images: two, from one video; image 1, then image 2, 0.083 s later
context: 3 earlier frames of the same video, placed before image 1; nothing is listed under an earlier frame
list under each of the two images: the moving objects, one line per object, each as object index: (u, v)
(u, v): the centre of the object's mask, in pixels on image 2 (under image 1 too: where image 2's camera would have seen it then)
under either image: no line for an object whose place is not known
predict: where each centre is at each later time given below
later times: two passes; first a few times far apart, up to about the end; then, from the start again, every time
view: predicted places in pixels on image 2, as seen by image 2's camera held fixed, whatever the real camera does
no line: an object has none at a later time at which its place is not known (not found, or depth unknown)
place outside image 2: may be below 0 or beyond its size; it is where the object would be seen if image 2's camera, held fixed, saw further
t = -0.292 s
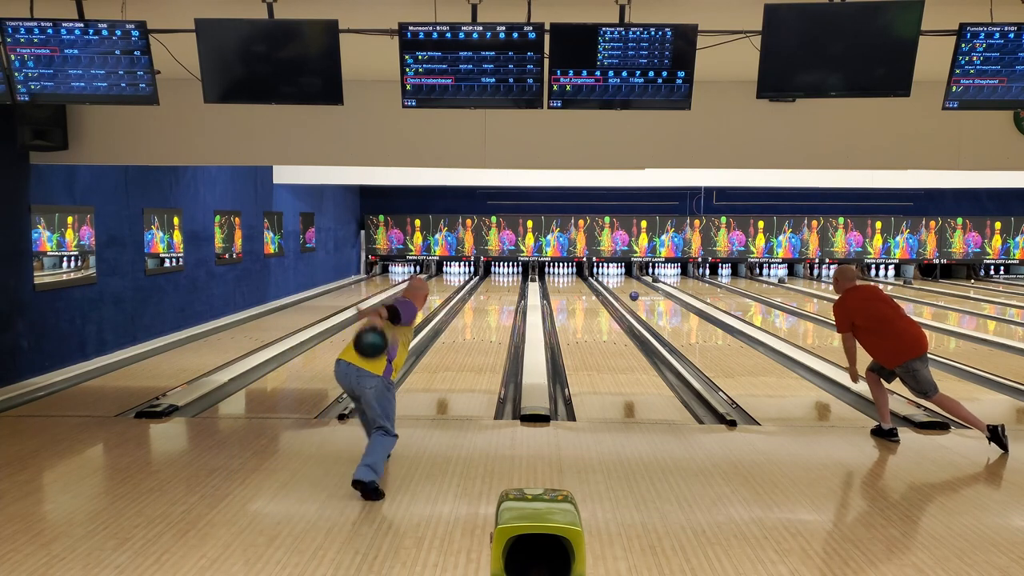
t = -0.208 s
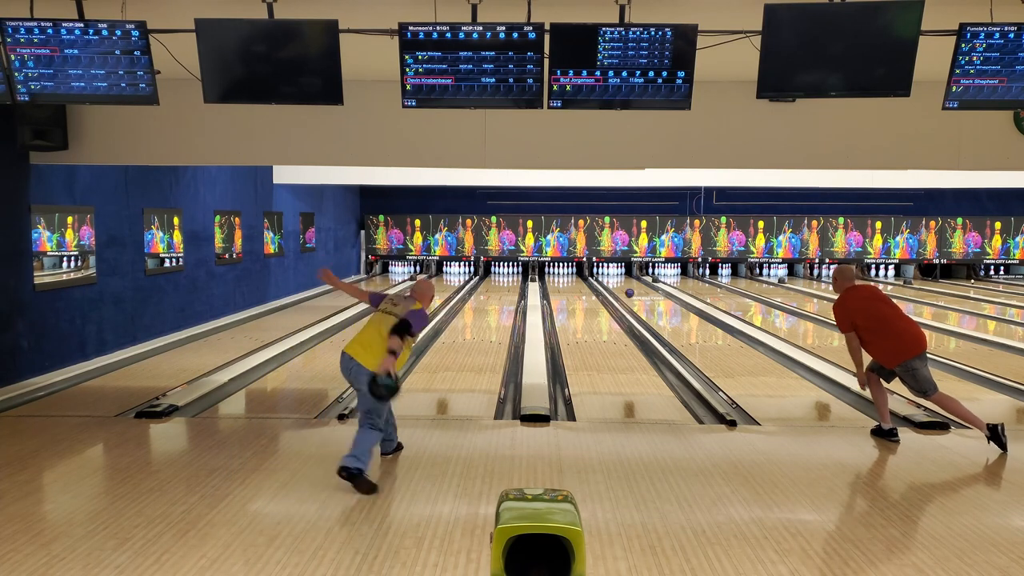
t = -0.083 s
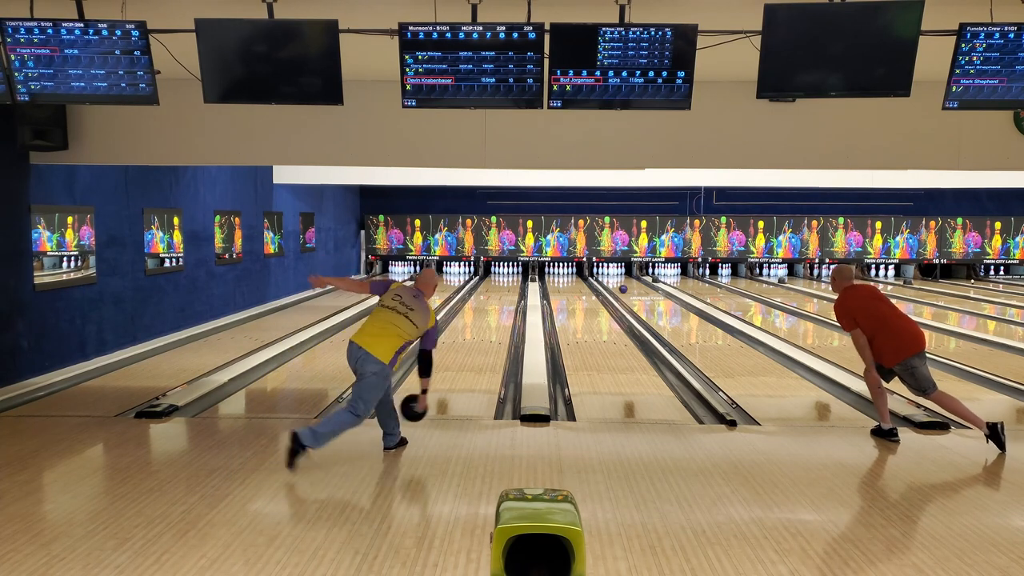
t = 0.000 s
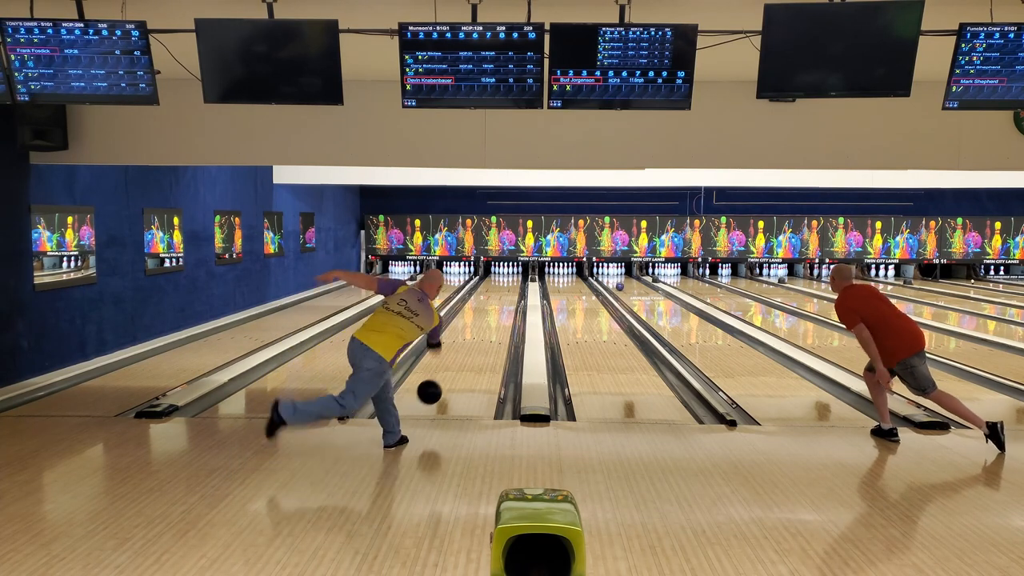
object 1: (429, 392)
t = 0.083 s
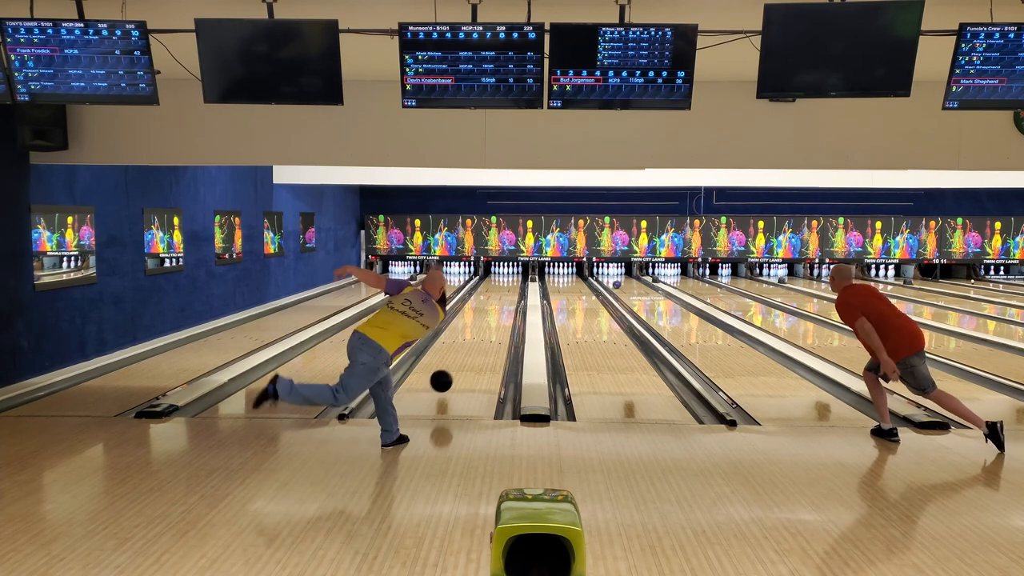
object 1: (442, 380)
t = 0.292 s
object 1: (462, 366)
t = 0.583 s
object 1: (482, 335)
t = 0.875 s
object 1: (494, 317)
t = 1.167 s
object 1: (502, 303)
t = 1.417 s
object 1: (507, 294)
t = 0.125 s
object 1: (446, 379)
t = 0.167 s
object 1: (451, 378)
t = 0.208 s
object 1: (454, 378)
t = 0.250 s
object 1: (459, 370)
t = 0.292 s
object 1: (462, 366)
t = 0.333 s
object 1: (466, 360)
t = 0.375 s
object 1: (469, 356)
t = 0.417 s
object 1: (472, 351)
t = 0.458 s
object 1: (474, 347)
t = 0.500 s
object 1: (477, 343)
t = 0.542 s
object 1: (479, 339)
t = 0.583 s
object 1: (482, 335)
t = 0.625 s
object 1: (484, 333)
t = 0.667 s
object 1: (486, 329)
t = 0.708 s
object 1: (487, 327)
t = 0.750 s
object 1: (490, 324)
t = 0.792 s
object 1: (491, 322)
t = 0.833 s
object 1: (493, 318)
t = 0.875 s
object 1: (494, 317)
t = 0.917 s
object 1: (496, 314)
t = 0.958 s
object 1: (496, 312)
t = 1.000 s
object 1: (498, 310)
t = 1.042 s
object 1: (499, 309)
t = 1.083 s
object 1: (500, 307)
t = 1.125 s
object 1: (501, 305)
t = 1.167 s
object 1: (502, 303)
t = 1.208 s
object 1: (503, 302)
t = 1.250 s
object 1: (504, 300)
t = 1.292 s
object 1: (504, 298)
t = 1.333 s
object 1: (505, 297)
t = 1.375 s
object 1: (506, 296)
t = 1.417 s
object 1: (507, 294)
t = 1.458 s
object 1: (507, 293)
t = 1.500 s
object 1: (508, 291)
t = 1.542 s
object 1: (509, 290)
